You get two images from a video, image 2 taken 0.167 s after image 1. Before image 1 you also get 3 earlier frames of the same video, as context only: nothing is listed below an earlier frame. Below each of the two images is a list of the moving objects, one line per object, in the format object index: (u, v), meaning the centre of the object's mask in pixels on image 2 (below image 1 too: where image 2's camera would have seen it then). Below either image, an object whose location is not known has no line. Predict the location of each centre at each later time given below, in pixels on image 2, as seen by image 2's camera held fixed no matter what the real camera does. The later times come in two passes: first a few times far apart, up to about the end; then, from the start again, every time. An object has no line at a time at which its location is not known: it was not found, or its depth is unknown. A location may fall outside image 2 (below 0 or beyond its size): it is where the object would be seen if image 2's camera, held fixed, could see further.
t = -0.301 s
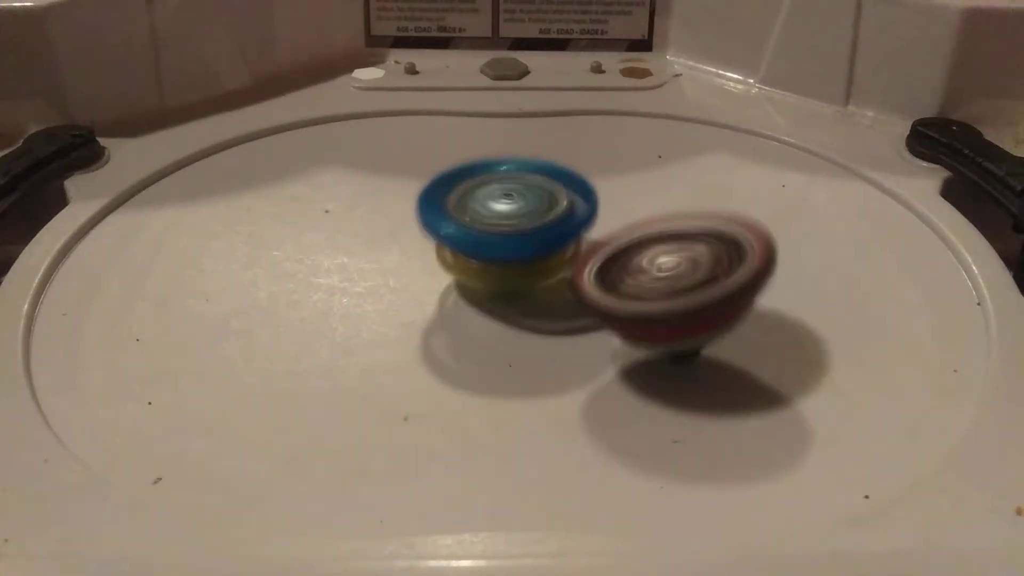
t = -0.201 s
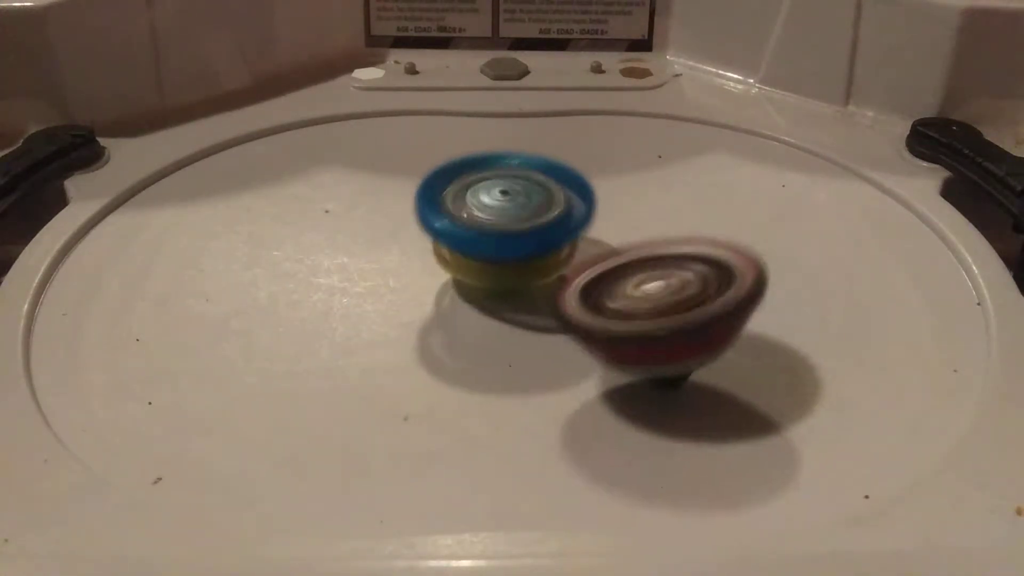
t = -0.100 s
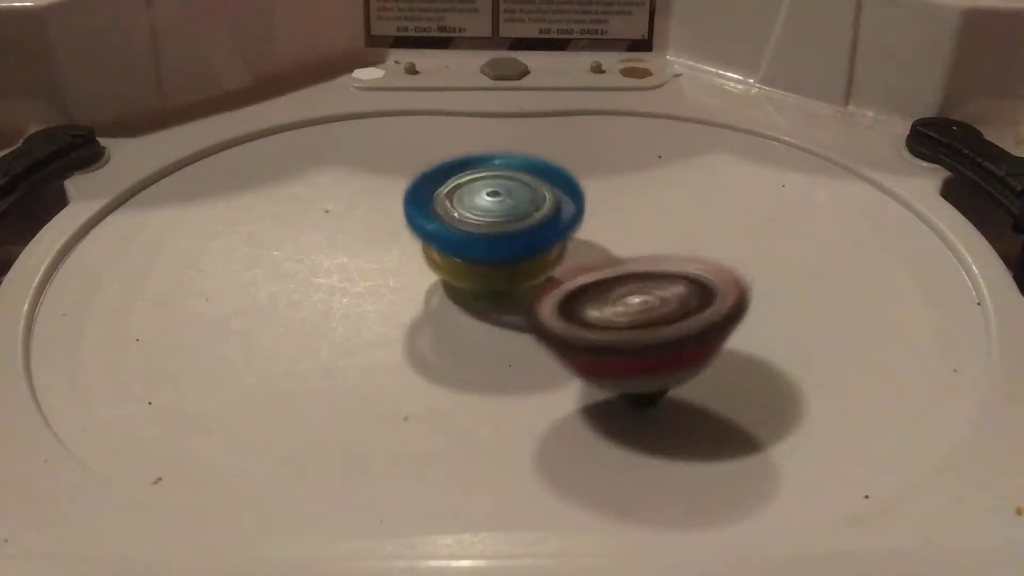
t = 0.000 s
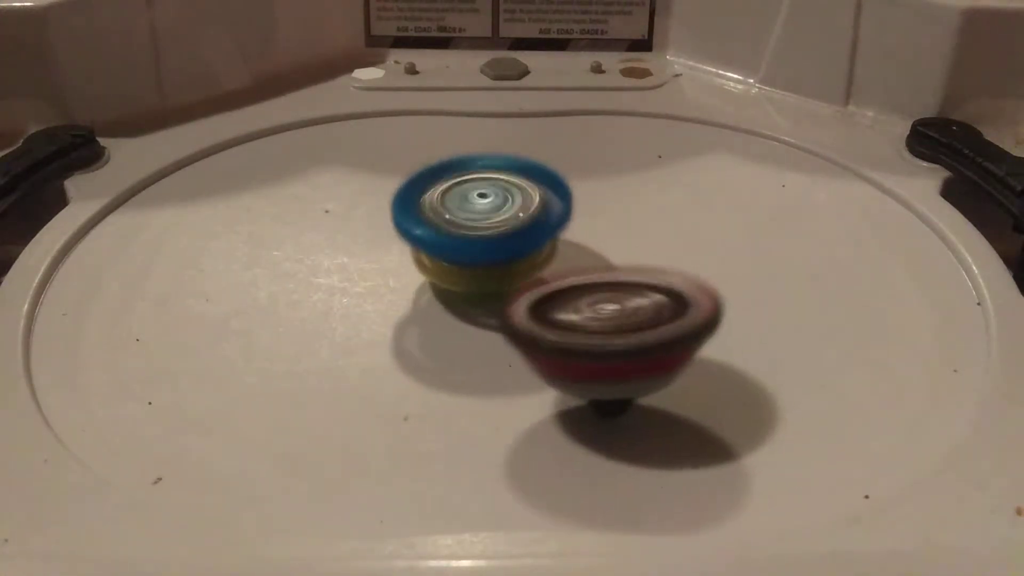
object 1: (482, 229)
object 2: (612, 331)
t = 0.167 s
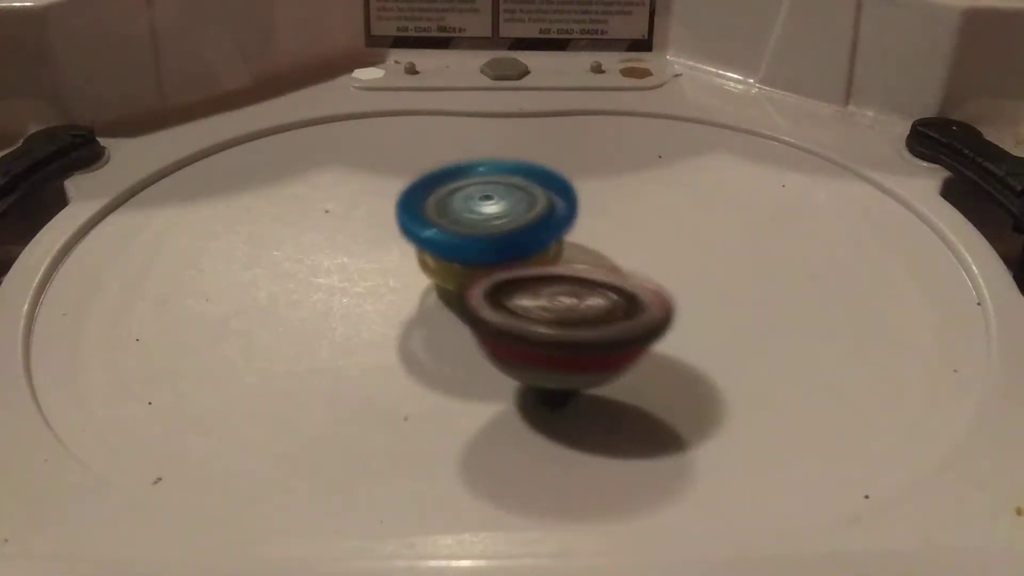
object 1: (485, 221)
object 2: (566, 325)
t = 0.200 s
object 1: (489, 215)
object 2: (553, 320)
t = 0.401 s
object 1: (501, 189)
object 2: (504, 295)
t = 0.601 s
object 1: (521, 176)
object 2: (458, 272)
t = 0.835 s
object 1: (557, 182)
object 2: (432, 246)
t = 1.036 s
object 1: (594, 216)
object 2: (423, 227)
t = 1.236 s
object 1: (641, 304)
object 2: (374, 212)
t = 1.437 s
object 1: (624, 380)
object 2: (367, 201)
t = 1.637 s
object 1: (594, 392)
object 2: (401, 203)
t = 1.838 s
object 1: (556, 349)
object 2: (465, 211)
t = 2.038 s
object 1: (556, 337)
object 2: (503, 191)
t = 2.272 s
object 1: (577, 335)
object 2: (550, 187)
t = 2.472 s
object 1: (600, 347)
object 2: (593, 195)
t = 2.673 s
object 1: (589, 357)
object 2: (624, 208)
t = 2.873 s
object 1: (546, 359)
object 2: (649, 202)
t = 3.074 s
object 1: (541, 321)
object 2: (650, 198)
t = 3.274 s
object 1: (484, 274)
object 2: (674, 187)
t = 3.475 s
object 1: (487, 247)
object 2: (691, 190)
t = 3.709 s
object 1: (477, 234)
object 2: (718, 214)
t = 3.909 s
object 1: (470, 229)
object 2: (671, 241)
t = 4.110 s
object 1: (452, 231)
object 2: (622, 233)
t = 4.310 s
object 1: (440, 219)
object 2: (611, 227)
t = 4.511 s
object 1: (435, 211)
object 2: (609, 230)
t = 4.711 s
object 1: (438, 221)
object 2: (602, 251)
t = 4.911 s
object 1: (425, 236)
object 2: (573, 259)
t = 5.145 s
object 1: (370, 212)
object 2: (549, 254)
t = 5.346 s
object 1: (371, 207)
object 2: (551, 268)
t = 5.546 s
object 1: (412, 245)
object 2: (569, 277)
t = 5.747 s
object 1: (399, 261)
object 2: (563, 293)
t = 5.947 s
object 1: (395, 262)
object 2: (580, 272)
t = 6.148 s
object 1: (400, 276)
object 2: (593, 262)
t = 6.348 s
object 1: (402, 294)
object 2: (602, 268)
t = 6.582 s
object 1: (415, 292)
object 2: (607, 254)
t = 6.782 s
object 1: (432, 295)
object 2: (621, 247)
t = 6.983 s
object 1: (444, 305)
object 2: (622, 259)
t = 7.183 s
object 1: (454, 308)
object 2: (620, 238)
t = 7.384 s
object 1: (467, 301)
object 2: (645, 237)
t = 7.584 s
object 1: (485, 307)
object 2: (653, 254)
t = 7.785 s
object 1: (476, 315)
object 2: (637, 295)
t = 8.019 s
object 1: (409, 289)
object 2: (665, 313)
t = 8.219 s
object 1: (390, 267)
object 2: (641, 289)
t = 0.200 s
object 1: (489, 215)
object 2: (553, 320)
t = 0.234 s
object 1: (494, 212)
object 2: (544, 315)
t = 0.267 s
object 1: (498, 205)
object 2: (535, 311)
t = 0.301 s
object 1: (501, 201)
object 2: (527, 306)
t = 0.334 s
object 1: (502, 198)
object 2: (519, 305)
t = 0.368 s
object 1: (502, 193)
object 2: (511, 297)
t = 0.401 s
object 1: (501, 189)
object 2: (504, 295)
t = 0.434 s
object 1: (503, 185)
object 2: (497, 290)
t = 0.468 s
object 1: (504, 181)
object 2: (489, 285)
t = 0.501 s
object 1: (507, 178)
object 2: (478, 283)
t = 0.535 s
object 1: (511, 174)
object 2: (471, 280)
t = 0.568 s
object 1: (517, 178)
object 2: (464, 276)
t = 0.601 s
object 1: (521, 176)
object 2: (458, 272)
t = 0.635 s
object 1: (525, 175)
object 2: (454, 267)
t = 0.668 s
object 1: (528, 174)
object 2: (449, 262)
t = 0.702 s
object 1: (533, 175)
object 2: (445, 258)
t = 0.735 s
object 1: (539, 177)
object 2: (442, 253)
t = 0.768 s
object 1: (545, 178)
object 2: (441, 248)
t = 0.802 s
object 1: (552, 179)
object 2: (437, 247)
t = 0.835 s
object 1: (557, 182)
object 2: (432, 246)
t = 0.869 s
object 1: (562, 187)
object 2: (431, 243)
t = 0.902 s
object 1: (568, 190)
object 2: (430, 240)
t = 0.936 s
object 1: (574, 194)
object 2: (431, 237)
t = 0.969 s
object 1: (580, 200)
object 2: (431, 233)
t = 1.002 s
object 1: (586, 206)
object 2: (429, 230)
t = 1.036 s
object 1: (594, 216)
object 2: (423, 227)
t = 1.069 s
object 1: (602, 228)
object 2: (417, 223)
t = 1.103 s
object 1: (617, 242)
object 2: (404, 222)
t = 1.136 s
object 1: (626, 258)
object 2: (394, 220)
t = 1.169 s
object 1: (632, 274)
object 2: (386, 217)
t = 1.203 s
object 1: (638, 289)
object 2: (379, 214)
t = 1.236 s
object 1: (641, 304)
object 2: (374, 212)
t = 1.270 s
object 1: (641, 319)
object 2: (369, 209)
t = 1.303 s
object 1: (642, 335)
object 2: (367, 207)
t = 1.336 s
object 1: (640, 348)
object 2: (365, 205)
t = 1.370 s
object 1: (635, 361)
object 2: (365, 204)
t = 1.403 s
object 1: (631, 372)
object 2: (365, 202)
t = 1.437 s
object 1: (624, 380)
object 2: (367, 201)
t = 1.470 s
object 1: (617, 386)
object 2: (370, 200)
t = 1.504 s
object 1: (612, 391)
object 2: (374, 200)
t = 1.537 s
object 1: (607, 394)
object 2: (379, 200)
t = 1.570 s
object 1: (602, 395)
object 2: (385, 200)
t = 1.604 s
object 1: (597, 394)
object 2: (393, 201)
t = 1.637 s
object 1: (594, 392)
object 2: (401, 203)
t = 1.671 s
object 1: (590, 389)
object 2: (412, 205)
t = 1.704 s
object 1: (585, 383)
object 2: (421, 207)
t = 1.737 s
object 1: (580, 378)
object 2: (432, 210)
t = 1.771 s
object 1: (572, 370)
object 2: (444, 214)
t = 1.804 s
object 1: (562, 359)
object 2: (454, 214)
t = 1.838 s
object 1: (556, 349)
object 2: (465, 211)
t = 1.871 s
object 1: (553, 347)
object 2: (473, 205)
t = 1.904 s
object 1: (549, 343)
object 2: (485, 201)
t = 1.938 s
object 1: (548, 342)
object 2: (489, 198)
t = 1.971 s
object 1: (548, 342)
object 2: (493, 195)
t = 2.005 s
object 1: (551, 340)
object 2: (499, 192)
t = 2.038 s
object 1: (556, 337)
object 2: (503, 191)
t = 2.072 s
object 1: (560, 334)
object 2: (508, 189)
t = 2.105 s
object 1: (566, 331)
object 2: (514, 189)
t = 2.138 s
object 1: (571, 328)
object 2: (520, 188)
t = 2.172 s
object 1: (573, 327)
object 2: (526, 187)
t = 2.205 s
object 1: (576, 328)
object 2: (534, 187)
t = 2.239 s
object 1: (575, 329)
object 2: (540, 187)
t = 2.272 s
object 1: (577, 335)
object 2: (550, 187)
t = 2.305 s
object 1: (581, 338)
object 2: (559, 188)
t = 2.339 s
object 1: (586, 340)
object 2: (565, 189)
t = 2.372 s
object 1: (590, 341)
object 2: (573, 190)
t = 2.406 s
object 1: (593, 343)
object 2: (580, 192)
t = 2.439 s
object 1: (595, 344)
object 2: (587, 194)
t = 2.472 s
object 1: (600, 347)
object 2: (593, 195)
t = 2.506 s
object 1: (602, 348)
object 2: (600, 198)
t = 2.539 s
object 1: (602, 348)
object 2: (605, 200)
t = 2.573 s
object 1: (597, 350)
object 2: (611, 202)
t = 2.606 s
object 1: (590, 354)
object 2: (618, 203)
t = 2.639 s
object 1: (590, 356)
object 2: (621, 206)
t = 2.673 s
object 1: (589, 357)
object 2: (624, 208)
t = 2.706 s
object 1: (586, 356)
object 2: (626, 210)
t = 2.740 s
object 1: (587, 356)
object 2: (628, 212)
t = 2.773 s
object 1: (575, 357)
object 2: (631, 213)
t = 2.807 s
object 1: (556, 362)
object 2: (643, 208)
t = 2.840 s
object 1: (547, 362)
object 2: (650, 206)
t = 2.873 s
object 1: (546, 359)
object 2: (649, 202)
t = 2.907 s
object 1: (547, 356)
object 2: (651, 200)
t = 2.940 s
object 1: (544, 351)
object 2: (653, 199)
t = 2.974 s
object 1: (544, 346)
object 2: (652, 199)
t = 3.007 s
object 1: (539, 337)
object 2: (652, 197)
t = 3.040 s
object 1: (542, 330)
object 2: (652, 197)
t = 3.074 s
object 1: (541, 321)
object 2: (650, 198)
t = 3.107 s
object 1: (548, 313)
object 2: (648, 197)
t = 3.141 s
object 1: (537, 300)
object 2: (653, 196)
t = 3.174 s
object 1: (527, 291)
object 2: (661, 194)
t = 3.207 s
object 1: (512, 285)
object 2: (665, 192)
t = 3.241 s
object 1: (498, 279)
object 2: (668, 188)
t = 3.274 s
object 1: (484, 274)
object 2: (674, 187)
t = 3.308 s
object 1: (471, 268)
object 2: (679, 186)
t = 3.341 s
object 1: (459, 262)
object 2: (684, 186)
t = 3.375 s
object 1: (458, 258)
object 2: (687, 186)
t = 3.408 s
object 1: (467, 255)
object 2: (690, 187)
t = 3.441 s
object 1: (477, 252)
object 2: (691, 188)
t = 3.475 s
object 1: (487, 247)
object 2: (691, 190)
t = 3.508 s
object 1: (499, 243)
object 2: (689, 192)
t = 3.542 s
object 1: (503, 239)
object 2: (692, 194)
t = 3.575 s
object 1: (487, 237)
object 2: (710, 198)
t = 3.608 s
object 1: (479, 236)
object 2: (716, 203)
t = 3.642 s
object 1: (481, 236)
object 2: (715, 206)
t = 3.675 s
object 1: (481, 235)
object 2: (718, 209)
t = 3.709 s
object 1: (477, 234)
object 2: (718, 214)
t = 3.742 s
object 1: (471, 232)
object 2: (715, 219)
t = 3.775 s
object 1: (472, 231)
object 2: (705, 226)
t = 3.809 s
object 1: (474, 231)
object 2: (700, 232)
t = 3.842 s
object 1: (472, 230)
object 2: (693, 236)
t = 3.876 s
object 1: (470, 229)
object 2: (684, 239)
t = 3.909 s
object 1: (470, 229)
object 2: (671, 241)
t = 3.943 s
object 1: (474, 230)
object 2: (657, 243)
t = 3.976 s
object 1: (469, 231)
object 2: (651, 241)
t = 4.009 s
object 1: (466, 232)
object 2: (643, 239)
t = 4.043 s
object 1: (460, 232)
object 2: (635, 237)
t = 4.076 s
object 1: (455, 233)
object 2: (628, 235)
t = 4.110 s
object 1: (452, 231)
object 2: (622, 233)
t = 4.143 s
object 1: (449, 232)
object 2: (621, 232)
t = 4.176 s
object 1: (446, 227)
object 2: (618, 231)
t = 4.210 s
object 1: (442, 225)
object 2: (615, 230)
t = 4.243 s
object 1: (440, 223)
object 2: (614, 229)
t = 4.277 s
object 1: (438, 221)
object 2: (616, 229)
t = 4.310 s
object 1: (440, 219)
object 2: (611, 227)
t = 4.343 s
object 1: (438, 216)
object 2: (611, 226)
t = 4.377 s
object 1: (437, 216)
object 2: (614, 226)
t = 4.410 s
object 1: (434, 215)
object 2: (613, 226)
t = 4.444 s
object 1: (435, 214)
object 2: (609, 226)
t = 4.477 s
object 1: (434, 213)
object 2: (611, 226)
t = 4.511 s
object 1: (435, 211)
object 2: (609, 230)
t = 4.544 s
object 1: (440, 213)
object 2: (603, 233)
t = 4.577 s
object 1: (439, 214)
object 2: (607, 235)
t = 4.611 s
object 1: (437, 215)
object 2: (612, 238)
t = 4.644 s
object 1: (439, 217)
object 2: (609, 242)
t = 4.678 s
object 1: (439, 218)
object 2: (605, 247)
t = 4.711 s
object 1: (438, 221)
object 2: (602, 251)
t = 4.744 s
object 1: (433, 224)
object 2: (601, 253)
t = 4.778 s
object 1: (432, 227)
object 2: (598, 255)
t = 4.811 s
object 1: (433, 231)
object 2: (589, 257)
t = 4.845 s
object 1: (431, 232)
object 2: (581, 258)
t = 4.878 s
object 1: (429, 234)
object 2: (577, 259)
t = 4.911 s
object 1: (425, 236)
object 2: (573, 259)
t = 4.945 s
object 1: (418, 234)
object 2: (572, 259)
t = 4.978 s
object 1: (407, 231)
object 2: (568, 256)
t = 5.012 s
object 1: (397, 229)
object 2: (562, 255)
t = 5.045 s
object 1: (392, 226)
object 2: (559, 253)
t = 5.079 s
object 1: (382, 223)
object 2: (554, 252)
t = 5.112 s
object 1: (369, 217)
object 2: (550, 252)
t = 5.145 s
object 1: (370, 212)
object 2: (549, 254)
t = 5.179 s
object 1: (364, 207)
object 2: (545, 256)
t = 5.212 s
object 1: (363, 205)
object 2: (543, 259)
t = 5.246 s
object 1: (365, 205)
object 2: (546, 263)
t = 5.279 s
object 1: (365, 204)
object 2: (545, 265)
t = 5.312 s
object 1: (367, 204)
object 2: (545, 267)
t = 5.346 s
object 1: (371, 207)
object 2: (551, 268)
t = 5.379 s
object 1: (378, 210)
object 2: (555, 267)
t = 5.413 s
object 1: (386, 213)
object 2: (563, 270)
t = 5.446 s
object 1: (390, 220)
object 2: (567, 273)
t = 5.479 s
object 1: (396, 228)
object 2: (565, 275)
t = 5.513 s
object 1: (404, 235)
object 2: (565, 276)
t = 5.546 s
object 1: (412, 245)
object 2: (569, 277)
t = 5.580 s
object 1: (414, 254)
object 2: (572, 278)
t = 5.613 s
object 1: (410, 260)
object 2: (580, 280)
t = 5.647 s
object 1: (405, 257)
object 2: (579, 287)
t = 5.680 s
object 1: (398, 258)
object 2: (565, 289)
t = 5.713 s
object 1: (396, 259)
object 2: (558, 293)
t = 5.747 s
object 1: (399, 261)
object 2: (563, 293)
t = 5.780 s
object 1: (393, 261)
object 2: (560, 297)
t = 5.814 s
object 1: (390, 261)
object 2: (568, 290)
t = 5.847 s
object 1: (389, 261)
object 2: (572, 284)
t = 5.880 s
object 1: (389, 260)
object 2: (574, 282)
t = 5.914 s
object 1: (393, 261)
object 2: (580, 279)
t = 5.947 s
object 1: (395, 262)
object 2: (580, 272)
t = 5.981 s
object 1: (393, 262)
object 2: (580, 270)
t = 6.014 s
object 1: (390, 265)
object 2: (581, 265)
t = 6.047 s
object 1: (391, 269)
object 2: (586, 265)
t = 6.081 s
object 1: (396, 270)
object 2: (593, 265)
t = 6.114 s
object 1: (401, 272)
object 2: (593, 264)
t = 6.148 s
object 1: (400, 276)
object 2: (593, 262)
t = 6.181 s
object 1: (398, 280)
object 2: (594, 261)
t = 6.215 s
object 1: (403, 285)
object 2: (595, 261)
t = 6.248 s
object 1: (405, 287)
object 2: (596, 261)
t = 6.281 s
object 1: (402, 289)
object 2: (599, 265)
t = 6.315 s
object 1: (401, 292)
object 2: (602, 265)
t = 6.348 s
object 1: (402, 294)
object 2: (602, 268)
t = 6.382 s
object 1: (404, 295)
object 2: (604, 269)
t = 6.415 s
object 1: (409, 295)
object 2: (604, 270)
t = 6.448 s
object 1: (415, 296)
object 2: (605, 267)
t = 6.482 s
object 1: (418, 295)
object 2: (606, 263)
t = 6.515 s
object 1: (420, 295)
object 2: (605, 261)
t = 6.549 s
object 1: (419, 294)
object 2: (609, 257)
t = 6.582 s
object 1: (415, 292)
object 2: (607, 254)
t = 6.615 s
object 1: (415, 293)
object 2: (608, 252)
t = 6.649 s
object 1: (415, 293)
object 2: (614, 251)
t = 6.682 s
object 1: (416, 292)
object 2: (619, 254)
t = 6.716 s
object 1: (421, 292)
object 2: (619, 251)
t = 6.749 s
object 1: (428, 293)
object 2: (618, 251)
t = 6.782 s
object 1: (432, 295)
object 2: (621, 247)
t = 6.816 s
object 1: (429, 296)
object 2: (622, 249)
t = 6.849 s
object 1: (427, 300)
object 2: (626, 251)
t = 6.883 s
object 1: (432, 302)
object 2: (628, 254)
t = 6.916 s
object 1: (436, 302)
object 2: (627, 257)
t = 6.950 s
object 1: (441, 304)
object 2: (627, 260)
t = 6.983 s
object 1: (444, 305)
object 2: (622, 259)
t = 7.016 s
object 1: (444, 305)
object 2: (619, 258)
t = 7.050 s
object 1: (444, 307)
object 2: (615, 254)
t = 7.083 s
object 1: (445, 307)
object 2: (617, 249)
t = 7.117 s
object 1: (447, 307)
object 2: (614, 242)
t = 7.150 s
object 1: (452, 308)
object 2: (614, 240)
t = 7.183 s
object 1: (454, 308)
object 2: (620, 238)
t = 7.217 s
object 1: (456, 307)
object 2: (632, 244)
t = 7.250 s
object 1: (457, 306)
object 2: (635, 238)
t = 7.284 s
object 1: (457, 305)
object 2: (641, 238)
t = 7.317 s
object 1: (460, 304)
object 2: (644, 238)
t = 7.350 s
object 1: (462, 303)
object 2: (644, 240)
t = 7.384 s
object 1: (467, 301)
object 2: (645, 237)
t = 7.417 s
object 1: (471, 300)
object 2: (646, 236)
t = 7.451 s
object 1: (477, 298)
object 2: (646, 236)
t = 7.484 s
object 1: (484, 298)
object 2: (651, 239)
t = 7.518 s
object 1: (488, 300)
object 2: (653, 243)
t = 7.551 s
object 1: (487, 304)
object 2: (653, 248)
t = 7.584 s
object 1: (485, 307)
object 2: (653, 254)
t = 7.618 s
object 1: (487, 310)
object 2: (652, 260)
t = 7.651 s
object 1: (487, 313)
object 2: (648, 262)
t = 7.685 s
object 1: (484, 317)
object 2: (647, 267)
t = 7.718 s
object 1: (482, 319)
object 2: (640, 276)
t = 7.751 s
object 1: (482, 318)
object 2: (638, 286)
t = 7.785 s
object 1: (476, 315)
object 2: (637, 295)
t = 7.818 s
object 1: (468, 313)
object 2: (642, 302)
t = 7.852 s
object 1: (460, 310)
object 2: (650, 308)
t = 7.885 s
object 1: (449, 305)
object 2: (657, 311)
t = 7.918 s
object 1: (439, 301)
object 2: (664, 313)
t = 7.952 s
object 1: (427, 297)
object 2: (668, 313)
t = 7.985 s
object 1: (417, 293)
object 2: (668, 314)
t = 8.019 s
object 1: (409, 289)
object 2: (665, 313)
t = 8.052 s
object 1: (402, 286)
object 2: (659, 311)
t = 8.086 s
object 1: (395, 282)
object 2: (653, 307)
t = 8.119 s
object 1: (391, 278)
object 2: (644, 304)
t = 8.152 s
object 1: (390, 275)
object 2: (639, 301)
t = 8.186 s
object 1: (390, 271)
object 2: (637, 297)
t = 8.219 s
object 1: (390, 267)
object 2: (641, 289)
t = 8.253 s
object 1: (390, 263)
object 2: (644, 286)
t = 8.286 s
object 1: (392, 261)
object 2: (650, 285)
